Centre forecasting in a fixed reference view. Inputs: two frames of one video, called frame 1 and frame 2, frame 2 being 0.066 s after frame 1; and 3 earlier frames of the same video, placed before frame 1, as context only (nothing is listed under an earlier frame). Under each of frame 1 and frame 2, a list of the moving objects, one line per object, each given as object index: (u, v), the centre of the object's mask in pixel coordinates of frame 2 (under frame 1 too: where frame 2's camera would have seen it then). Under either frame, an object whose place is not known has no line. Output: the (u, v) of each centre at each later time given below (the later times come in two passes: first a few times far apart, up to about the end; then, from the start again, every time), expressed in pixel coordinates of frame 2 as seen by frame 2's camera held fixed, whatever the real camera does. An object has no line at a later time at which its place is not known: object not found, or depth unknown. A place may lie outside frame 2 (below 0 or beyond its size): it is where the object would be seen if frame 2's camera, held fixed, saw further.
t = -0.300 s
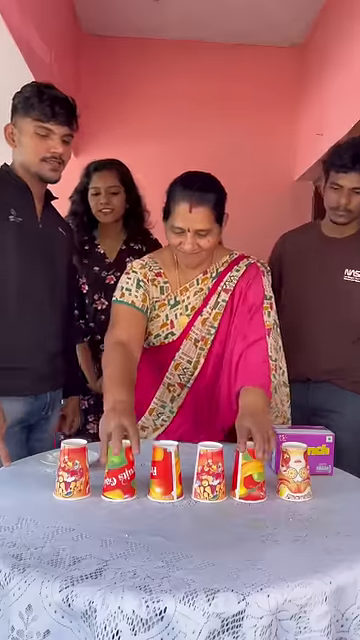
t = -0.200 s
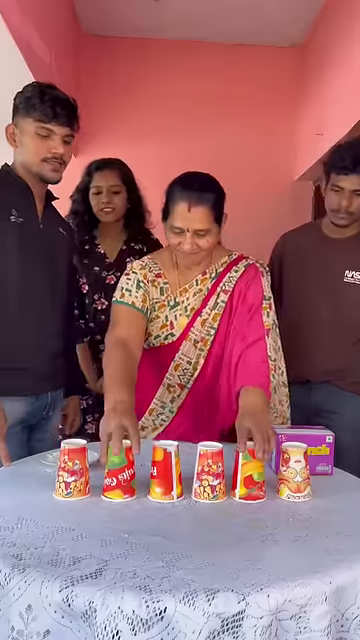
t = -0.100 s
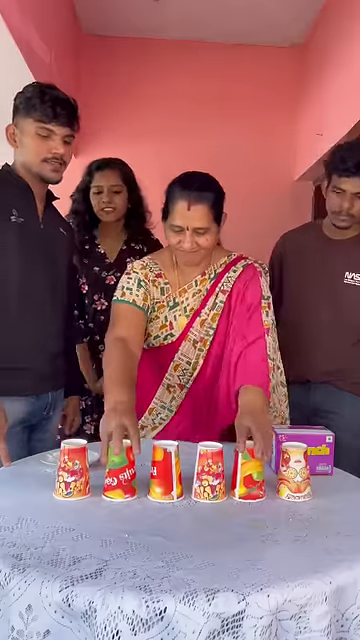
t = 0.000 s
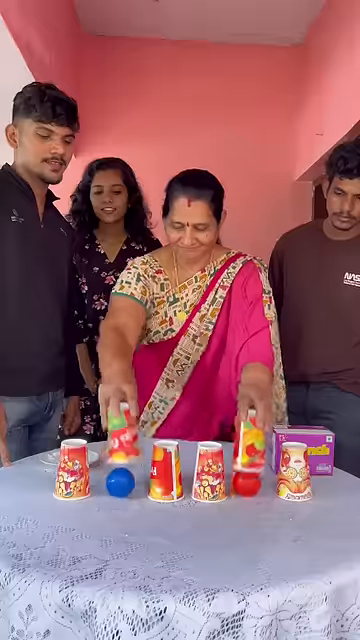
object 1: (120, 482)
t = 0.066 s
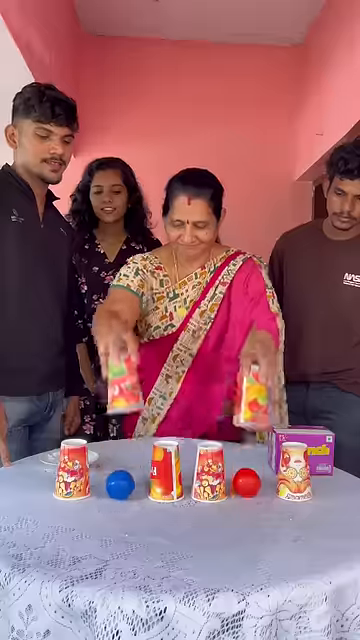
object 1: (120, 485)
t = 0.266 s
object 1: (117, 495)
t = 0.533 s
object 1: (112, 511)
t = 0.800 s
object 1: (115, 522)
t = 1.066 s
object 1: (125, 537)
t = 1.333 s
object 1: (141, 553)
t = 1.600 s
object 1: (156, 559)
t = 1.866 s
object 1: (163, 554)
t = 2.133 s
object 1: (168, 544)
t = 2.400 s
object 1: (176, 540)
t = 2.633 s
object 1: (173, 541)
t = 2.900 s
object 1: (169, 545)
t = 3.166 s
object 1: (168, 546)
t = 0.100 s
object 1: (119, 486)
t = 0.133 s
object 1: (119, 487)
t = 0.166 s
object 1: (118, 489)
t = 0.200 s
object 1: (118, 491)
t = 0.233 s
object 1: (118, 492)
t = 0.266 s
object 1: (117, 495)
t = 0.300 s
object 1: (116, 497)
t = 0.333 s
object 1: (115, 499)
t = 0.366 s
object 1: (115, 501)
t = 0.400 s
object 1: (114, 503)
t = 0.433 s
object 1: (113, 505)
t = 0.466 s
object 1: (113, 507)
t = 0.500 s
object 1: (113, 509)
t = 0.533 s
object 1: (112, 511)
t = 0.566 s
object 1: (112, 512)
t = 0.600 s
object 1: (113, 514)
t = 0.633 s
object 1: (113, 515)
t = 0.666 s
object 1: (113, 516)
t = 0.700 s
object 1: (113, 518)
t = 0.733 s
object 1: (114, 519)
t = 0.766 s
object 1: (114, 520)
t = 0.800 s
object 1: (115, 522)
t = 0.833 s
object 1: (115, 523)
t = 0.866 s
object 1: (116, 525)
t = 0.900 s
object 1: (118, 527)
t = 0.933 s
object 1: (119, 529)
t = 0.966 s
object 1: (120, 531)
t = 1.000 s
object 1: (122, 532)
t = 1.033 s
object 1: (123, 535)
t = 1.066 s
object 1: (125, 537)
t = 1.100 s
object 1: (127, 539)
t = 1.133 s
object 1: (129, 541)
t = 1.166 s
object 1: (131, 543)
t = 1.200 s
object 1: (132, 546)
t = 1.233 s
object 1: (135, 548)
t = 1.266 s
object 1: (137, 550)
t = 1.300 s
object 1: (139, 551)
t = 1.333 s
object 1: (141, 553)
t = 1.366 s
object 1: (143, 554)
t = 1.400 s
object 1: (145, 555)
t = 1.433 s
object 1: (147, 556)
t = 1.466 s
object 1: (149, 557)
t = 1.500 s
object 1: (151, 557)
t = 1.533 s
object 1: (153, 558)
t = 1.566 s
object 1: (155, 558)
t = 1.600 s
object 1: (156, 559)
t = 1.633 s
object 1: (157, 558)
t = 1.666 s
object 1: (158, 558)
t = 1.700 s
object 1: (159, 557)
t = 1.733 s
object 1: (160, 557)
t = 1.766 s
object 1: (161, 556)
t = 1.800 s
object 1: (162, 555)
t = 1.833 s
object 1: (163, 554)
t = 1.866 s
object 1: (163, 554)
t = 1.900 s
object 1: (164, 553)
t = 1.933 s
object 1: (164, 552)
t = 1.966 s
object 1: (165, 551)
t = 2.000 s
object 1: (165, 549)
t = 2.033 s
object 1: (166, 548)
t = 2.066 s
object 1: (166, 547)
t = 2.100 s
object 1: (166, 546)
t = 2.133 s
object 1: (168, 544)
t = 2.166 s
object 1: (169, 543)
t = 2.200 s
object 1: (170, 542)
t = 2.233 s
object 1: (171, 542)
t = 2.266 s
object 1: (173, 541)
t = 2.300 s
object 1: (174, 540)
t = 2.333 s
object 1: (175, 540)
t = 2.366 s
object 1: (176, 540)
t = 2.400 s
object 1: (176, 540)
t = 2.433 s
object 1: (177, 540)
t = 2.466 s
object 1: (177, 540)
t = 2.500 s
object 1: (176, 540)
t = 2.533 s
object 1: (175, 540)
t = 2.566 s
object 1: (175, 541)
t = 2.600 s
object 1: (174, 541)
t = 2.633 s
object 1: (173, 541)
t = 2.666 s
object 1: (172, 541)
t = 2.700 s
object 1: (171, 542)
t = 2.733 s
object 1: (171, 542)
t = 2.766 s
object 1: (170, 543)
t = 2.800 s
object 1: (170, 543)
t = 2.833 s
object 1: (169, 544)
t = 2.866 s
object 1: (169, 545)
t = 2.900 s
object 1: (169, 545)
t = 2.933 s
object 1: (168, 546)
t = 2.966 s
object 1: (168, 546)
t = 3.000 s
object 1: (168, 546)
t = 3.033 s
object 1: (168, 546)
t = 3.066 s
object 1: (168, 547)
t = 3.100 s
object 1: (168, 547)
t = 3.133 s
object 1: (168, 547)
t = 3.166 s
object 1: (168, 546)
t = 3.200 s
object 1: (168, 546)
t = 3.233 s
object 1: (168, 546)
